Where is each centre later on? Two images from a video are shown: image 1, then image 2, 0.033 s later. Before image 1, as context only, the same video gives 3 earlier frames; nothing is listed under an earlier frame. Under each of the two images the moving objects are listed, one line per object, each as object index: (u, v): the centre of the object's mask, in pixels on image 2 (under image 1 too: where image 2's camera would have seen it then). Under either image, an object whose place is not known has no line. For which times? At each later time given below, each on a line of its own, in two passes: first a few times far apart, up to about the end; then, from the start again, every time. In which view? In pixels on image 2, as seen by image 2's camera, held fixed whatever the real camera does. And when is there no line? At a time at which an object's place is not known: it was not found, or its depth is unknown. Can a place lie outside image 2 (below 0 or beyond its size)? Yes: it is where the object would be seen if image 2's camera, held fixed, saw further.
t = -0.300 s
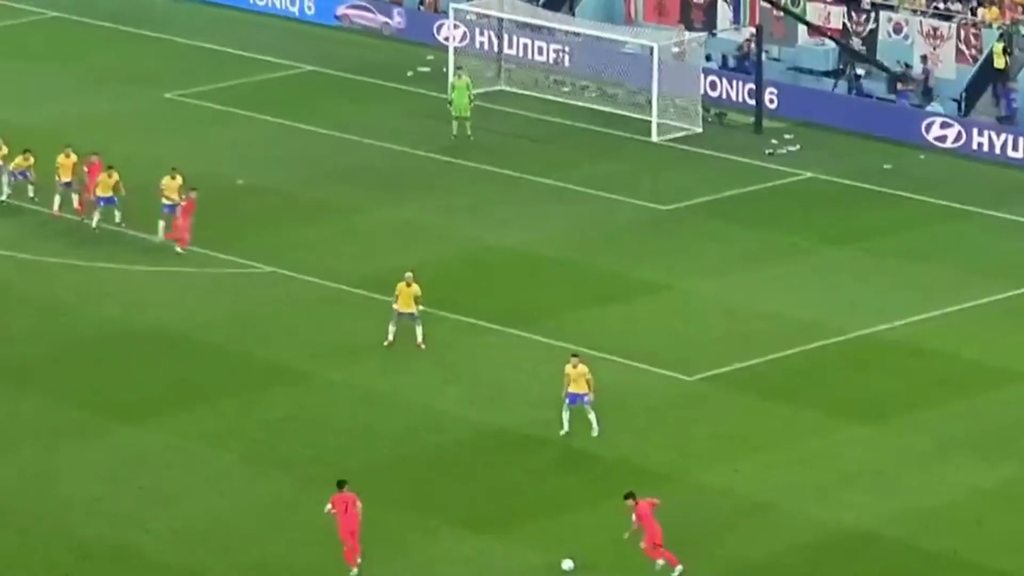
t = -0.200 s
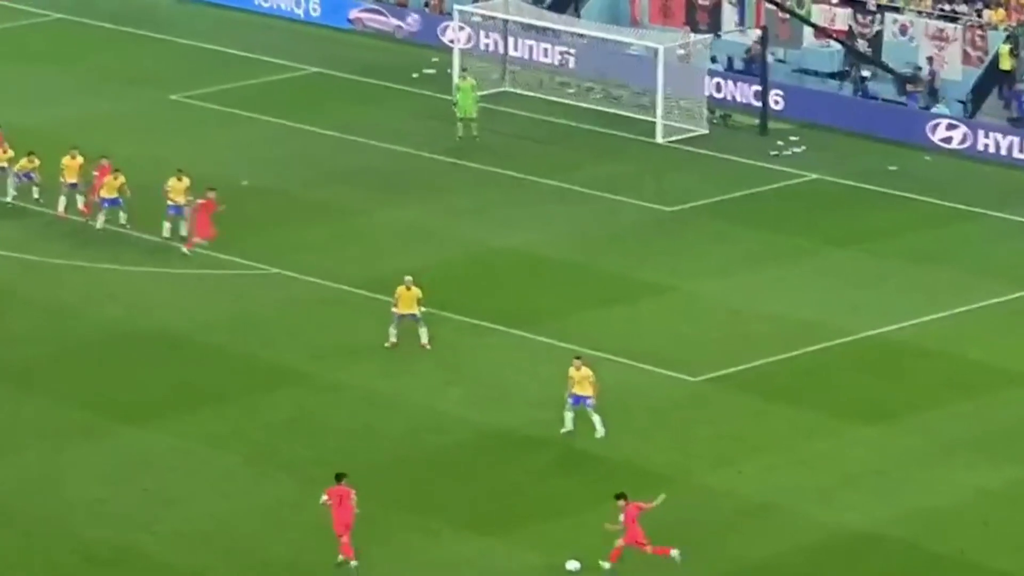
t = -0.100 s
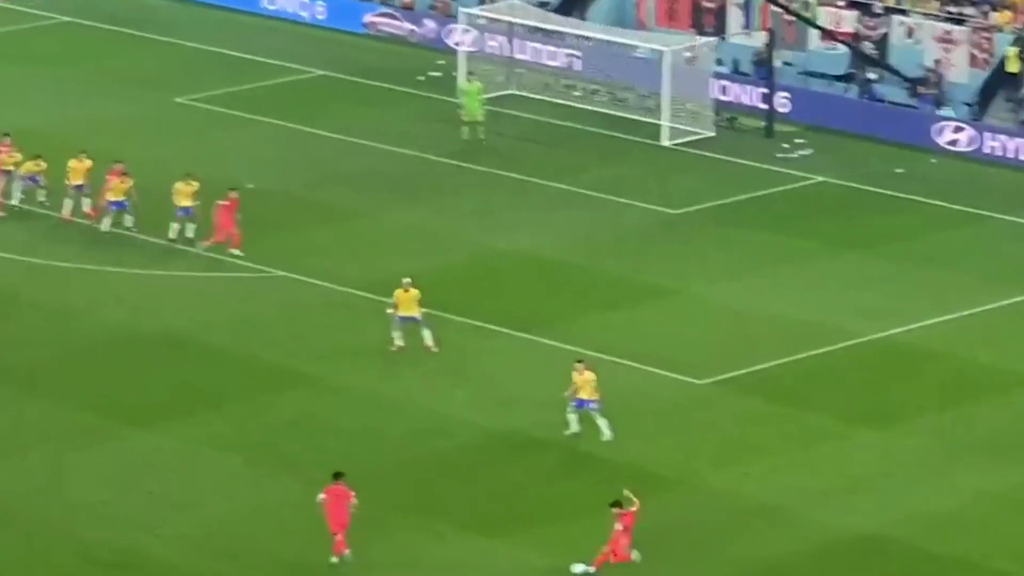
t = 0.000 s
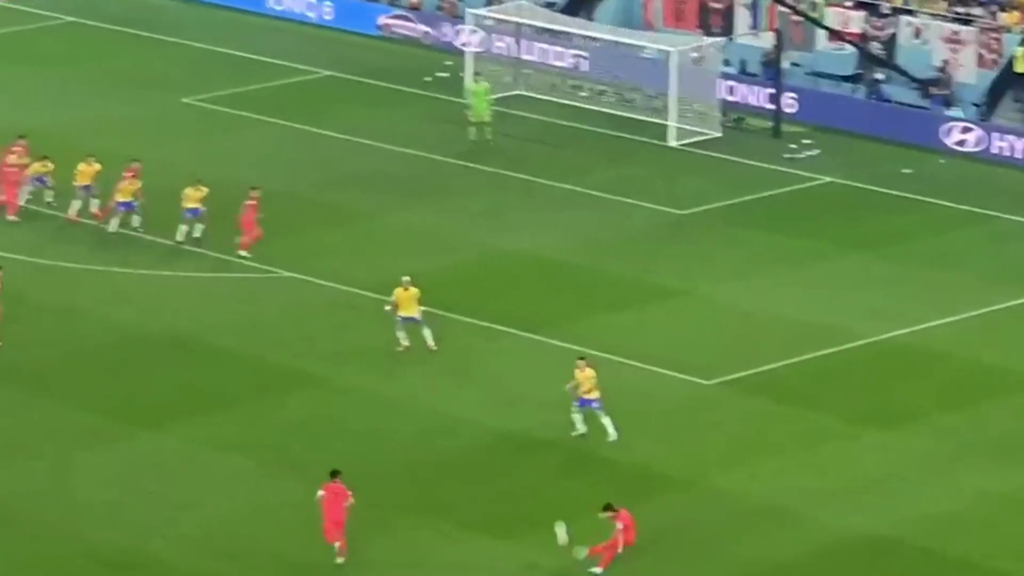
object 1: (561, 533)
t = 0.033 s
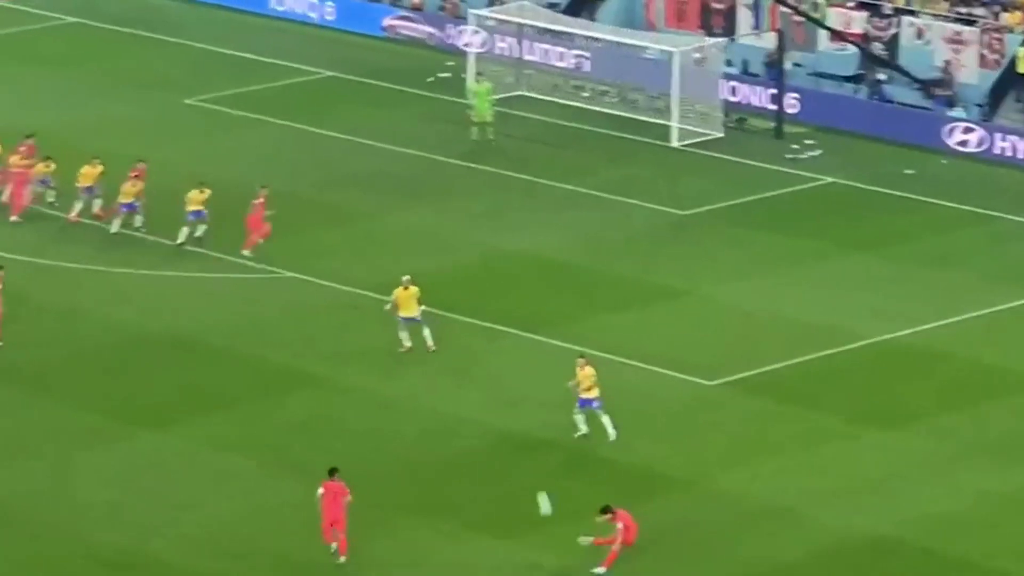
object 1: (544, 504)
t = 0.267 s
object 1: (431, 333)
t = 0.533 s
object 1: (352, 204)
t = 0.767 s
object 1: (312, 139)
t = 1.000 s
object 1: (292, 108)
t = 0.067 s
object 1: (526, 475)
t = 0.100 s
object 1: (506, 448)
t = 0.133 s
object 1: (490, 422)
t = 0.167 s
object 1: (475, 399)
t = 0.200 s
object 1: (459, 375)
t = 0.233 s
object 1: (445, 353)
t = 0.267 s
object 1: (431, 333)
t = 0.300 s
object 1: (419, 312)
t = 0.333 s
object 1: (409, 295)
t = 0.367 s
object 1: (398, 277)
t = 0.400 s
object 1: (388, 260)
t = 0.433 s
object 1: (377, 245)
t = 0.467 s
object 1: (368, 230)
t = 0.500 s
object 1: (359, 217)
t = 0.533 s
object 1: (352, 204)
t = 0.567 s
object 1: (345, 192)
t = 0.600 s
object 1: (339, 181)
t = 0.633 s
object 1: (333, 172)
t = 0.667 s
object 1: (328, 163)
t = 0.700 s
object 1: (322, 154)
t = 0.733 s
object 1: (317, 146)
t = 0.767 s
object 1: (312, 139)
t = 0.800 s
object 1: (308, 133)
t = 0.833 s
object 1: (304, 127)
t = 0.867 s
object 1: (301, 122)
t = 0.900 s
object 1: (298, 117)
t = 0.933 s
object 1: (296, 114)
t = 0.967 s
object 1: (294, 111)
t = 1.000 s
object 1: (292, 108)
